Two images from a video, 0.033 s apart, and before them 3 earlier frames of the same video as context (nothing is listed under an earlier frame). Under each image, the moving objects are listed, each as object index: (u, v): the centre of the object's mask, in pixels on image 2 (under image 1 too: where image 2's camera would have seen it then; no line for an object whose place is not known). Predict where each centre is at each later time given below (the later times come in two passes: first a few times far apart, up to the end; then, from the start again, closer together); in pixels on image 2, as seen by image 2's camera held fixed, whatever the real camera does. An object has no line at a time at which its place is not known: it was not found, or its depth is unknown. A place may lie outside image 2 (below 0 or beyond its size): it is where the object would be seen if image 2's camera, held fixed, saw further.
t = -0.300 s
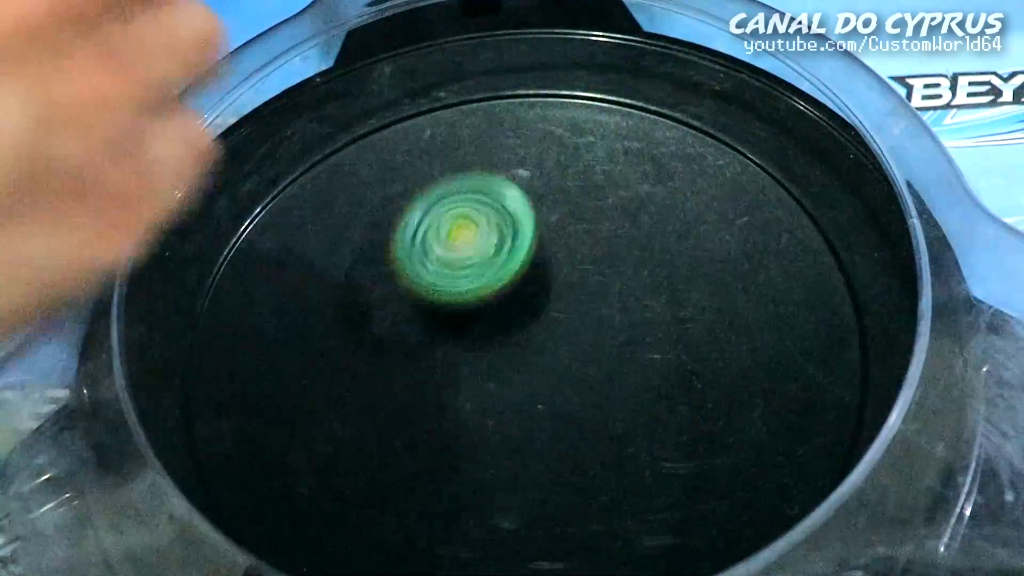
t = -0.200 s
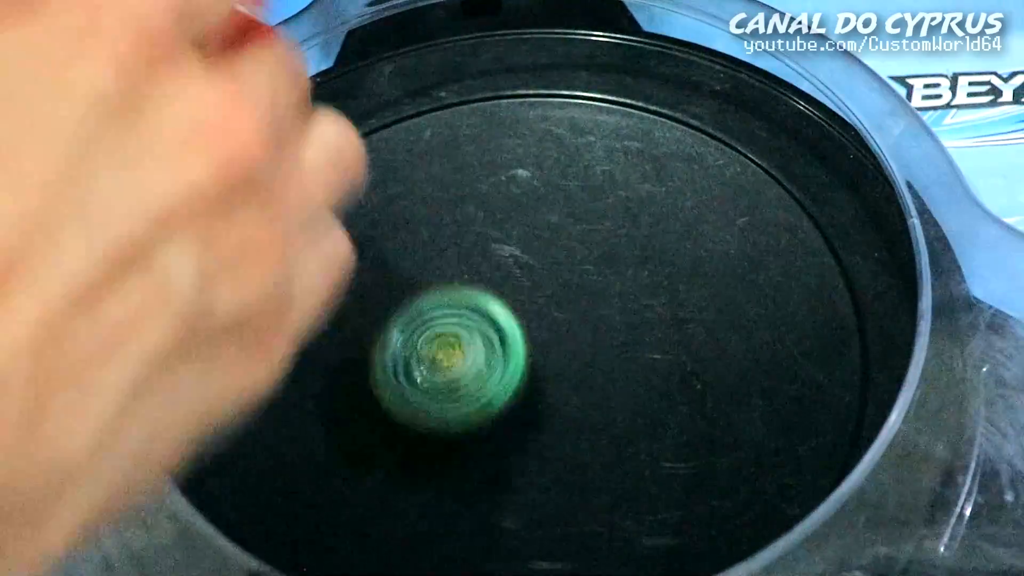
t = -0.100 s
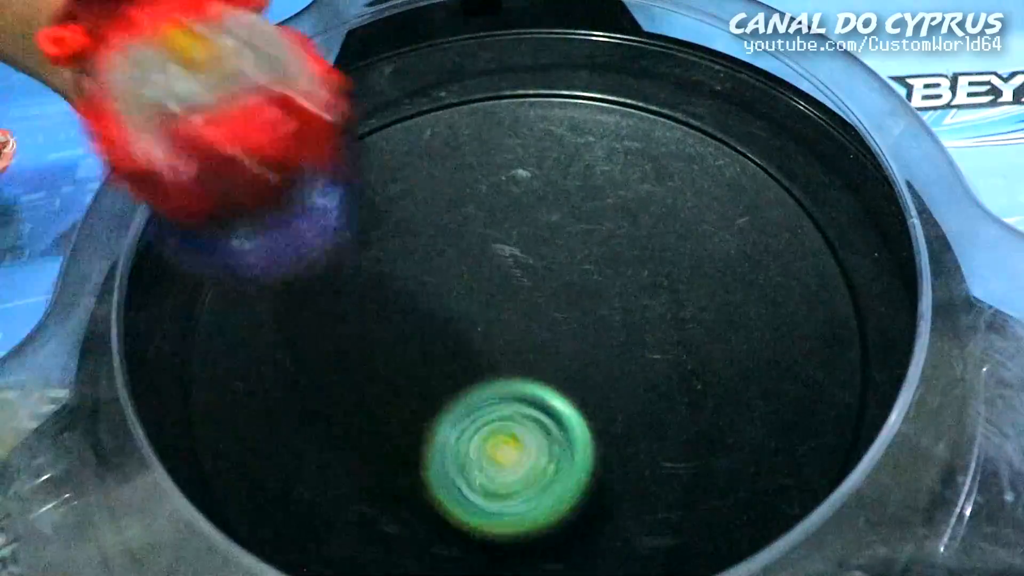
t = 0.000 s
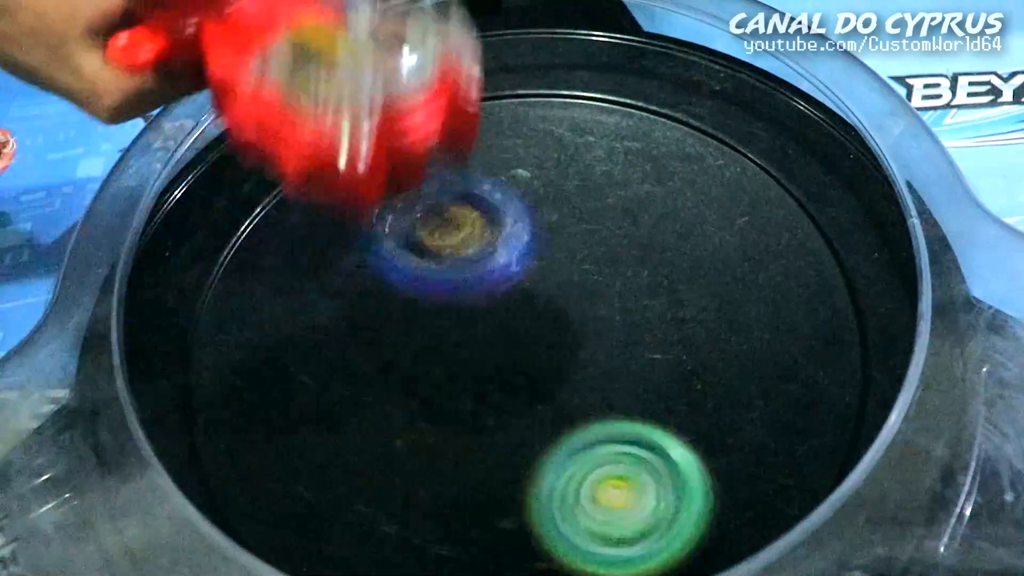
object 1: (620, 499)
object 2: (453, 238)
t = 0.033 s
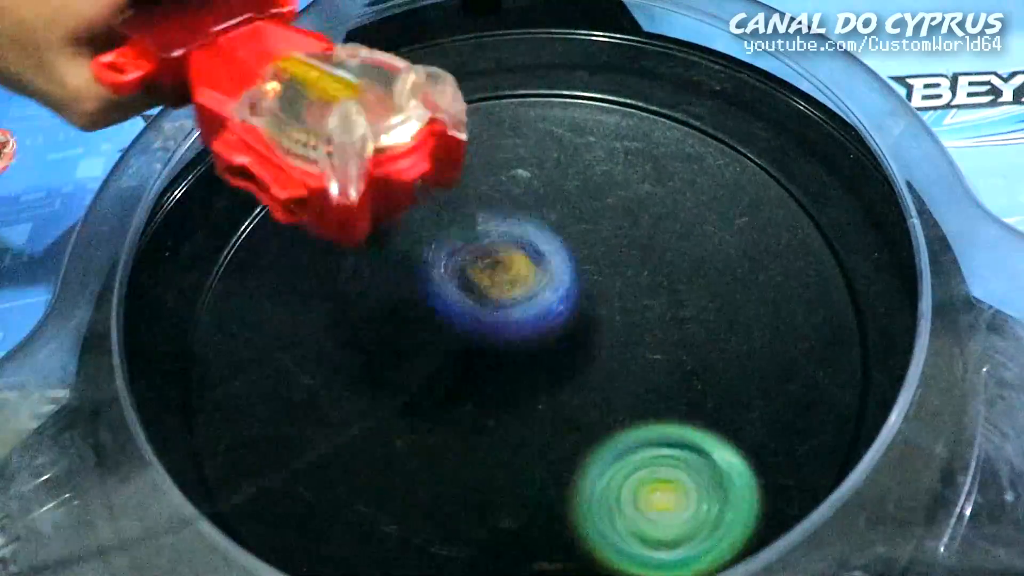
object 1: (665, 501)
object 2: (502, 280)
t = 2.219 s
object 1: (540, 342)
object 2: (372, 103)
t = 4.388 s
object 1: (439, 400)
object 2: (489, 132)
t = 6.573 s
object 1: (733, 160)
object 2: (538, 316)
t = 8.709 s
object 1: (473, 39)
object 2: (565, 391)
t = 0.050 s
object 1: (687, 500)
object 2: (521, 294)
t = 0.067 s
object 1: (707, 497)
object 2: (520, 276)
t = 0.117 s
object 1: (756, 475)
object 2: (521, 242)
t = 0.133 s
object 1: (771, 465)
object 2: (521, 240)
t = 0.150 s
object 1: (784, 453)
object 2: (524, 242)
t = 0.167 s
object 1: (796, 441)
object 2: (526, 249)
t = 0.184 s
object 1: (806, 428)
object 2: (523, 253)
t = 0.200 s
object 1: (816, 413)
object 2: (512, 246)
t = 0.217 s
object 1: (822, 399)
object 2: (502, 245)
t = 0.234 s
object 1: (826, 385)
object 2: (491, 249)
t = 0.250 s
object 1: (829, 371)
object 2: (480, 256)
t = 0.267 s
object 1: (829, 356)
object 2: (464, 256)
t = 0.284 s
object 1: (824, 341)
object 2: (444, 259)
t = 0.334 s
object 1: (798, 297)
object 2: (383, 282)
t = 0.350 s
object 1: (786, 283)
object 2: (362, 296)
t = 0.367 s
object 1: (772, 271)
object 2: (340, 311)
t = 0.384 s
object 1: (754, 260)
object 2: (320, 331)
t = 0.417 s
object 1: (718, 243)
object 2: (289, 376)
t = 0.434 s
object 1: (697, 237)
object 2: (279, 403)
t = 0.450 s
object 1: (677, 232)
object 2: (275, 430)
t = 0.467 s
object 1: (656, 229)
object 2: (276, 460)
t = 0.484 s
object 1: (635, 228)
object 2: (288, 487)
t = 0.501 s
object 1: (613, 228)
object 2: (304, 506)
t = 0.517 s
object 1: (592, 229)
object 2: (323, 521)
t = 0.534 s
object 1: (569, 233)
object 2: (350, 532)
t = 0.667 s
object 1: (402, 293)
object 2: (684, 520)
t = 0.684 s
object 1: (385, 305)
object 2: (716, 505)
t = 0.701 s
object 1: (368, 317)
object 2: (742, 478)
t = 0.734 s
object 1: (341, 344)
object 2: (783, 413)
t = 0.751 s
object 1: (330, 359)
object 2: (791, 378)
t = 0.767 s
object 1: (319, 375)
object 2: (793, 342)
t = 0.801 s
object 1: (303, 407)
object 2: (780, 273)
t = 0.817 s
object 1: (298, 422)
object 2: (767, 242)
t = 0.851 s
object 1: (297, 451)
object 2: (725, 184)
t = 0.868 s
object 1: (299, 465)
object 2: (699, 158)
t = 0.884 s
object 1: (304, 480)
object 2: (668, 136)
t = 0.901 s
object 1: (312, 492)
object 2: (636, 116)
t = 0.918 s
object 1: (323, 503)
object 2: (602, 100)
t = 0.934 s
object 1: (337, 511)
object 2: (563, 87)
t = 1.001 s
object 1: (406, 529)
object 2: (402, 81)
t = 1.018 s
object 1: (427, 530)
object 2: (362, 101)
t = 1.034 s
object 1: (447, 530)
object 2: (322, 126)
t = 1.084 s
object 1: (504, 523)
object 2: (229, 223)
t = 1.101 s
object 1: (524, 519)
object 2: (207, 258)
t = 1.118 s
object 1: (544, 514)
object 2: (195, 302)
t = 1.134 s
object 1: (561, 506)
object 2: (196, 352)
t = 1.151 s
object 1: (576, 495)
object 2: (201, 402)
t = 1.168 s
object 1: (589, 481)
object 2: (229, 446)
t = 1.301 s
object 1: (619, 356)
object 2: (667, 539)
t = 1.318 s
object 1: (616, 341)
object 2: (715, 521)
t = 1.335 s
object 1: (611, 327)
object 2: (758, 493)
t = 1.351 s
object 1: (605, 313)
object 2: (797, 456)
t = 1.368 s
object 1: (598, 301)
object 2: (826, 414)
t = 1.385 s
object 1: (590, 290)
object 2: (844, 372)
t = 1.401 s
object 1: (581, 280)
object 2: (854, 326)
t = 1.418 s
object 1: (572, 270)
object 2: (851, 282)
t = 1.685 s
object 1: (394, 211)
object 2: (210, 256)
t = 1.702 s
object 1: (384, 213)
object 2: (196, 309)
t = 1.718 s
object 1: (375, 217)
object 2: (193, 358)
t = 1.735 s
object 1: (366, 221)
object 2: (208, 406)
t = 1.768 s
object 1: (350, 229)
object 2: (266, 493)
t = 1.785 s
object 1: (343, 233)
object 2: (303, 521)
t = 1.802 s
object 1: (337, 238)
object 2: (347, 538)
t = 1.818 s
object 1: (332, 243)
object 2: (406, 550)
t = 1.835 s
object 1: (328, 250)
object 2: (474, 555)
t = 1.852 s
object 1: (325, 258)
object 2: (545, 556)
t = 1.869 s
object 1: (324, 266)
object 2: (613, 551)
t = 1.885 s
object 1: (324, 274)
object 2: (671, 539)
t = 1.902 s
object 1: (326, 284)
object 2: (716, 521)
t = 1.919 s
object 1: (329, 292)
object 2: (758, 493)
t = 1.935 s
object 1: (332, 302)
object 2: (795, 456)
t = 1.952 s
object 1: (337, 310)
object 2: (839, 426)
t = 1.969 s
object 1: (344, 318)
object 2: (842, 378)
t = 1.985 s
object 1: (351, 326)
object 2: (860, 336)
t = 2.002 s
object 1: (361, 332)
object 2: (853, 294)
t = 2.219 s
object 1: (540, 342)
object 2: (372, 103)
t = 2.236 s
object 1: (550, 336)
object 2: (332, 126)
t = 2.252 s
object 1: (559, 329)
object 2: (297, 150)
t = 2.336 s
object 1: (590, 292)
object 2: (194, 326)
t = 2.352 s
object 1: (594, 285)
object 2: (197, 363)
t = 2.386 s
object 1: (600, 270)
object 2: (222, 440)
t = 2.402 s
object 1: (601, 263)
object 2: (245, 474)
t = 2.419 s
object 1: (602, 256)
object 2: (274, 503)
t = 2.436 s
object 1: (601, 250)
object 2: (307, 525)
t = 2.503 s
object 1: (598, 230)
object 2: (523, 557)
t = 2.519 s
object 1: (597, 226)
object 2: (588, 553)
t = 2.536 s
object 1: (596, 223)
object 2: (644, 546)
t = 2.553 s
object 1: (593, 219)
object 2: (704, 536)
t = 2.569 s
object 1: (591, 216)
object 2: (753, 519)
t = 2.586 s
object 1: (587, 214)
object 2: (775, 478)
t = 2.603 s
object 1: (584, 212)
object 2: (807, 441)
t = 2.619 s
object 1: (581, 210)
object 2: (842, 407)
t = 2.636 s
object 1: (577, 209)
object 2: (845, 364)
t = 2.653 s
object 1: (573, 208)
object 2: (852, 324)
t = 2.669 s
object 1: (569, 209)
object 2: (850, 284)
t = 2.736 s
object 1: (553, 214)
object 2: (771, 147)
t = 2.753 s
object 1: (549, 216)
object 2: (736, 122)
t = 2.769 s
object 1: (546, 219)
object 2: (697, 102)
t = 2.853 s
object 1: (524, 244)
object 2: (489, 70)
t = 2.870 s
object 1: (521, 250)
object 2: (449, 76)
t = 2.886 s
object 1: (517, 257)
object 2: (410, 87)
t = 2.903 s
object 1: (515, 264)
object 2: (376, 101)
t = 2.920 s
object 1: (514, 271)
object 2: (344, 119)
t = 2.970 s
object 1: (514, 293)
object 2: (263, 191)
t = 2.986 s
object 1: (515, 300)
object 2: (244, 221)
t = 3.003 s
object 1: (518, 306)
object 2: (229, 256)
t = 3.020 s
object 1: (521, 311)
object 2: (218, 294)
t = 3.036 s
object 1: (525, 315)
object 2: (213, 336)
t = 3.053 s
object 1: (529, 319)
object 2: (215, 375)
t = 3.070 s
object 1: (532, 324)
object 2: (227, 412)
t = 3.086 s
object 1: (537, 328)
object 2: (245, 449)
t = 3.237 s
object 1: (584, 360)
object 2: (648, 545)
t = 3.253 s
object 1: (589, 361)
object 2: (686, 533)
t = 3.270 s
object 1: (593, 363)
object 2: (723, 515)
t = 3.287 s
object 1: (597, 364)
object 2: (759, 491)
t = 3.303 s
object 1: (601, 364)
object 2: (790, 460)
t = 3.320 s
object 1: (605, 363)
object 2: (815, 425)
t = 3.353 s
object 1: (614, 361)
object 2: (844, 361)
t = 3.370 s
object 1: (619, 359)
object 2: (850, 326)
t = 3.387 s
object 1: (623, 356)
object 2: (849, 290)
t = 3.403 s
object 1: (627, 353)
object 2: (843, 254)
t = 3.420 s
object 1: (631, 349)
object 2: (830, 222)
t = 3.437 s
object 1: (633, 346)
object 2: (814, 193)
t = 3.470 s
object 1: (636, 340)
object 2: (768, 145)
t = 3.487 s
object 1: (636, 337)
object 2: (739, 125)
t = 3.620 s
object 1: (619, 319)
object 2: (470, 98)
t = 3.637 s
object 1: (615, 317)
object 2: (437, 110)
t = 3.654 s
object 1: (610, 316)
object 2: (406, 125)
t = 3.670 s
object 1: (605, 316)
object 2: (377, 142)
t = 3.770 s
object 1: (570, 310)
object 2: (256, 315)
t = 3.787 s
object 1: (563, 310)
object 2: (251, 349)
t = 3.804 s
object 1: (555, 310)
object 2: (252, 383)
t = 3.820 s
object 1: (548, 310)
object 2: (259, 418)
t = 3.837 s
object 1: (541, 311)
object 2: (270, 452)
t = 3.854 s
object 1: (534, 311)
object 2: (291, 482)
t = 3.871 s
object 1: (528, 313)
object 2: (317, 506)
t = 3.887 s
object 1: (522, 314)
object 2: (348, 522)
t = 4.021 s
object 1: (478, 327)
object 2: (713, 529)
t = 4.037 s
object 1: (471, 328)
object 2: (748, 517)
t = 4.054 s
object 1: (465, 331)
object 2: (779, 498)
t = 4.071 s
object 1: (459, 334)
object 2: (804, 465)
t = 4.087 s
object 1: (453, 338)
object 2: (823, 434)
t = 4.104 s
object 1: (449, 342)
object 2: (828, 401)
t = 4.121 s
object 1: (445, 346)
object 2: (839, 370)
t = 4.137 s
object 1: (442, 349)
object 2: (847, 339)
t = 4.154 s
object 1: (439, 353)
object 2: (847, 308)
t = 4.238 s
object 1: (428, 372)
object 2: (772, 185)
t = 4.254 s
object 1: (427, 375)
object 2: (746, 167)
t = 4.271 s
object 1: (426, 378)
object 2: (717, 151)
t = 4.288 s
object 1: (425, 382)
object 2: (686, 141)
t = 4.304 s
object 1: (424, 386)
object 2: (655, 131)
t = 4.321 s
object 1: (425, 389)
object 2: (623, 126)
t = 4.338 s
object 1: (427, 392)
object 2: (589, 123)
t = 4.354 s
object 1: (431, 395)
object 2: (555, 122)
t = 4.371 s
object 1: (435, 398)
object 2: (522, 125)
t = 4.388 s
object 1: (439, 400)
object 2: (489, 132)
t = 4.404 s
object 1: (445, 403)
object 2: (457, 140)
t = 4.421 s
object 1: (451, 406)
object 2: (428, 152)
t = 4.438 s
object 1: (457, 407)
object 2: (399, 165)
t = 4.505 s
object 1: (491, 410)
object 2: (303, 247)
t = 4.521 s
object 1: (501, 410)
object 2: (284, 274)
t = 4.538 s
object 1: (510, 408)
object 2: (270, 302)
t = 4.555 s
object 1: (517, 406)
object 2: (260, 333)
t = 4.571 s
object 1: (522, 404)
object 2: (255, 364)
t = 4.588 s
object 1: (525, 402)
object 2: (255, 394)
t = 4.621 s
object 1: (534, 395)
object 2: (273, 458)
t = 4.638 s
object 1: (537, 390)
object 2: (293, 485)
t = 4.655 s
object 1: (540, 383)
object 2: (317, 505)
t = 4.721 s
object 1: (548, 352)
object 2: (462, 543)
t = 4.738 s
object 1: (548, 345)
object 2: (506, 545)
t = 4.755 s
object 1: (548, 338)
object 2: (553, 545)
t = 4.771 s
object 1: (547, 332)
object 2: (600, 542)
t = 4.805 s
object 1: (544, 321)
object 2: (675, 527)
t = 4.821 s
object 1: (543, 315)
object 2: (709, 515)
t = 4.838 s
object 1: (541, 310)
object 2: (737, 500)
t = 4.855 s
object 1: (539, 306)
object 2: (755, 472)
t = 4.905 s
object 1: (535, 291)
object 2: (795, 391)
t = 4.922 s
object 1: (532, 287)
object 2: (797, 361)
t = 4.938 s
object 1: (530, 283)
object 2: (793, 332)
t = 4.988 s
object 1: (523, 272)
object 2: (757, 254)
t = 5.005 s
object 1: (521, 268)
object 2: (739, 234)
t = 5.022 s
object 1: (518, 266)
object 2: (717, 214)
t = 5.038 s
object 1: (516, 263)
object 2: (694, 198)
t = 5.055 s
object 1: (513, 261)
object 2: (669, 184)
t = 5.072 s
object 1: (510, 258)
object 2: (641, 173)
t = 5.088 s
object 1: (507, 256)
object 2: (615, 163)
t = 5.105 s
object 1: (502, 257)
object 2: (586, 155)
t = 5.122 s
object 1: (485, 271)
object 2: (568, 140)
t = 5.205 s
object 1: (403, 350)
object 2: (473, 87)
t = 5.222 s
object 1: (394, 362)
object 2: (450, 84)
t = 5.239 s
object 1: (388, 374)
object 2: (425, 85)
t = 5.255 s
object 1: (384, 385)
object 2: (402, 88)
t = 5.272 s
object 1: (381, 395)
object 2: (380, 101)
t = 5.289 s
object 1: (378, 405)
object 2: (357, 118)
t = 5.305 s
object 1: (376, 414)
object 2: (336, 132)
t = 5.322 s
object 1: (375, 422)
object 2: (314, 147)
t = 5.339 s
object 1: (375, 430)
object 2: (296, 163)
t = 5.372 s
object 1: (376, 443)
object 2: (269, 201)
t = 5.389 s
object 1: (377, 449)
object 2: (259, 223)
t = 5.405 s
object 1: (379, 455)
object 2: (254, 247)
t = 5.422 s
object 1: (381, 460)
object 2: (250, 273)
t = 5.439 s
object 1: (384, 465)
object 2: (251, 298)
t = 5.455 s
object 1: (386, 469)
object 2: (257, 323)
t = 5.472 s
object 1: (390, 474)
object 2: (266, 347)
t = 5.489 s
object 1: (396, 477)
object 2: (279, 368)
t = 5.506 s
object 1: (408, 490)
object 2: (291, 381)
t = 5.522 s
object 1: (436, 507)
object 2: (295, 378)
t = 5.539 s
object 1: (467, 518)
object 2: (303, 375)
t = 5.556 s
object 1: (494, 526)
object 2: (313, 375)
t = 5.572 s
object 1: (522, 531)
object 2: (327, 377)
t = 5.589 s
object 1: (550, 534)
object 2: (343, 380)
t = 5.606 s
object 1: (575, 535)
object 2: (362, 380)
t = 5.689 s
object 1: (667, 530)
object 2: (455, 357)
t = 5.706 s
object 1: (681, 527)
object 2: (471, 346)
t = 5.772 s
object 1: (732, 517)
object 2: (512, 294)
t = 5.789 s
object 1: (741, 513)
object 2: (518, 280)
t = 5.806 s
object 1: (749, 509)
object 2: (520, 265)
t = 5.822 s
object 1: (756, 503)
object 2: (521, 252)
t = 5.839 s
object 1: (764, 497)
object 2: (521, 239)
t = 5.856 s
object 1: (769, 490)
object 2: (520, 226)
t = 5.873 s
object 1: (762, 474)
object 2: (516, 214)
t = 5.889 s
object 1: (767, 468)
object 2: (510, 202)
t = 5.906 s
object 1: (772, 460)
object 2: (503, 193)
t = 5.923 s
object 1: (775, 453)
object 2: (496, 184)
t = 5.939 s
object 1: (777, 446)
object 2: (486, 176)
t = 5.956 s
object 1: (779, 438)
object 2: (476, 169)
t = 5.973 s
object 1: (779, 429)
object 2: (465, 163)
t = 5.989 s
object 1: (777, 421)
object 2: (453, 159)
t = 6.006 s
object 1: (774, 411)
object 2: (440, 158)
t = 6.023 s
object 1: (770, 402)
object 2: (428, 157)
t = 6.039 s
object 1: (765, 393)
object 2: (415, 160)
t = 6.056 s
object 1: (760, 383)
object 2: (403, 165)
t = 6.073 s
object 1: (753, 374)
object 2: (392, 171)
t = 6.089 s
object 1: (746, 365)
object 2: (383, 180)
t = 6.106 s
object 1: (739, 356)
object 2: (376, 191)
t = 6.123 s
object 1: (731, 348)
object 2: (372, 202)
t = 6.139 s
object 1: (723, 339)
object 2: (368, 214)
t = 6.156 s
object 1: (714, 332)
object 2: (369, 229)
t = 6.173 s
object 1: (705, 325)
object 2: (372, 244)
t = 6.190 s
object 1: (695, 317)
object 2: (379, 258)
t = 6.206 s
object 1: (685, 311)
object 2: (388, 272)
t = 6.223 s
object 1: (675, 304)
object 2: (399, 284)
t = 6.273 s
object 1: (643, 288)
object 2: (448, 312)
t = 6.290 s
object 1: (632, 282)
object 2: (467, 318)
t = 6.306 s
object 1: (635, 277)
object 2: (474, 321)
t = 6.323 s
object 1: (658, 268)
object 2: (468, 324)
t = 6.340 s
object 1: (678, 259)
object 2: (463, 328)
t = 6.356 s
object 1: (695, 251)
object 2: (463, 329)
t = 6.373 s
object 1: (711, 244)
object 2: (466, 328)
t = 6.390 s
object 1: (724, 235)
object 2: (471, 329)
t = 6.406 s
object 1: (732, 228)
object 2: (476, 330)
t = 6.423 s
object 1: (738, 221)
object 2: (483, 331)
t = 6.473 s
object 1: (746, 196)
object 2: (501, 330)
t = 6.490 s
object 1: (747, 188)
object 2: (507, 329)
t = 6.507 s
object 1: (745, 180)
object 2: (514, 328)
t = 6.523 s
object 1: (743, 174)
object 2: (520, 325)
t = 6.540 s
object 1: (741, 168)
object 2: (526, 323)
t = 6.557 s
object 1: (737, 163)
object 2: (532, 320)
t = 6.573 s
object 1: (733, 160)
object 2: (538, 316)
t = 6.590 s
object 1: (729, 157)
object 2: (542, 311)
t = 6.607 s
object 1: (723, 154)
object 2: (545, 308)
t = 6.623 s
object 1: (717, 154)
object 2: (549, 304)
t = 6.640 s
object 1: (711, 154)
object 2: (550, 298)
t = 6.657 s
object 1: (704, 154)
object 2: (551, 293)
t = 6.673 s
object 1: (697, 155)
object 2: (552, 289)
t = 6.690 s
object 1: (690, 157)
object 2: (552, 284)
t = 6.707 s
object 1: (683, 158)
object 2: (551, 280)
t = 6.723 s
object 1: (676, 161)
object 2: (549, 277)
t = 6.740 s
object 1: (670, 162)
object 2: (548, 274)
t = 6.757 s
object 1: (663, 165)
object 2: (546, 272)
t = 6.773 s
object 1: (657, 168)
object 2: (543, 270)
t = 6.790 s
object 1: (650, 171)
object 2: (538, 269)
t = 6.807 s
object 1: (653, 170)
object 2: (527, 273)
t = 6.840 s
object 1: (665, 163)
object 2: (501, 285)
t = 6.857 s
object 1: (669, 160)
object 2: (492, 292)
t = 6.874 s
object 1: (670, 157)
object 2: (484, 299)
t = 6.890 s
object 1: (670, 156)
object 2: (477, 308)
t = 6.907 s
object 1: (671, 155)
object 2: (472, 316)
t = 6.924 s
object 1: (669, 154)
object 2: (470, 326)
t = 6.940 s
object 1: (668, 155)
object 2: (467, 335)
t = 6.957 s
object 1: (667, 155)
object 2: (467, 345)
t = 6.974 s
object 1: (665, 156)
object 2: (468, 354)
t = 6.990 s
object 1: (663, 158)
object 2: (472, 363)
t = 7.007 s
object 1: (661, 158)
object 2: (476, 371)
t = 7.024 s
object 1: (658, 161)
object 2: (481, 379)
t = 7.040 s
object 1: (657, 163)
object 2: (489, 386)
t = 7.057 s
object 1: (654, 165)
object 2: (498, 391)
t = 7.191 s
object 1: (629, 199)
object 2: (576, 389)
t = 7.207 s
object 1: (625, 206)
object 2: (585, 385)
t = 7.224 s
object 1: (622, 212)
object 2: (592, 378)
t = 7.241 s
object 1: (616, 219)
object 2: (597, 371)
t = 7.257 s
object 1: (613, 227)
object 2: (602, 365)
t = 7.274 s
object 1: (615, 220)
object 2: (602, 370)
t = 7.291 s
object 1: (617, 204)
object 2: (599, 380)
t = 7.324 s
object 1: (617, 180)
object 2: (593, 394)
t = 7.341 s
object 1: (615, 169)
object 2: (591, 399)
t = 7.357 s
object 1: (612, 159)
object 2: (592, 403)
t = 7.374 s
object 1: (607, 154)
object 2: (592, 405)
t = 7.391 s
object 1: (602, 149)
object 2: (591, 407)
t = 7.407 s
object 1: (595, 146)
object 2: (591, 409)
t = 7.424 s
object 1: (591, 145)
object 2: (591, 409)
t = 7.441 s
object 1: (585, 144)
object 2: (590, 411)
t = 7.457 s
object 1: (580, 145)
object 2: (590, 412)
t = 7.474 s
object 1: (576, 146)
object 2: (589, 411)
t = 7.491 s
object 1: (571, 148)
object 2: (588, 411)
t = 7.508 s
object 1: (568, 150)
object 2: (588, 411)
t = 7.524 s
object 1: (564, 152)
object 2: (586, 410)
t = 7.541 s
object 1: (562, 155)
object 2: (584, 409)
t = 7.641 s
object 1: (545, 173)
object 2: (565, 400)
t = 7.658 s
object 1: (541, 176)
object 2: (559, 398)
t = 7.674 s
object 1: (539, 180)
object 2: (553, 396)
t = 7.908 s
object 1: (498, 255)
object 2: (464, 409)
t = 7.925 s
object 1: (495, 261)
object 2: (461, 410)
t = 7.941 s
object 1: (492, 269)
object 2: (457, 413)
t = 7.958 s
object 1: (491, 276)
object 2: (455, 416)
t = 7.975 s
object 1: (490, 279)
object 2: (450, 423)
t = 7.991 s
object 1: (491, 279)
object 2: (449, 433)
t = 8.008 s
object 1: (492, 280)
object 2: (448, 443)
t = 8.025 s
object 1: (491, 280)
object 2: (447, 453)
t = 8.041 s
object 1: (490, 282)
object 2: (450, 463)
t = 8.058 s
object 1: (489, 284)
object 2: (453, 471)
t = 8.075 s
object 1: (487, 286)
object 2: (458, 479)
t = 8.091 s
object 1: (486, 288)
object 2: (466, 484)
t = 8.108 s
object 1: (484, 291)
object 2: (472, 488)
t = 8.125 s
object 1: (483, 294)
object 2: (483, 492)
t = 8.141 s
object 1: (482, 297)
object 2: (492, 491)
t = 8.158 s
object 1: (480, 301)
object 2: (502, 491)
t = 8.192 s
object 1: (479, 307)
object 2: (522, 483)
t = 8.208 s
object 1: (479, 311)
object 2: (532, 478)
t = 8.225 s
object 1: (478, 314)
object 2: (540, 471)
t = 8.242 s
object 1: (478, 318)
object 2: (546, 463)
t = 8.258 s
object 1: (477, 322)
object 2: (553, 453)
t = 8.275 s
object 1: (477, 322)
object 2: (555, 452)
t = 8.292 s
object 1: (480, 287)
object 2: (562, 468)
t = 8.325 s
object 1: (473, 232)
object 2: (574, 502)
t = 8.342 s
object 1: (472, 199)
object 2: (579, 508)
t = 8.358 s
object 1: (469, 172)
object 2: (587, 513)
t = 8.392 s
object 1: (466, 127)
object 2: (604, 518)
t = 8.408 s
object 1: (463, 110)
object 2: (611, 519)
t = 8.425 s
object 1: (462, 94)
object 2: (622, 518)
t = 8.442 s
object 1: (460, 78)
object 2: (629, 518)
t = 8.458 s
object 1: (459, 67)
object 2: (640, 515)
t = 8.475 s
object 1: (458, 60)
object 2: (646, 511)
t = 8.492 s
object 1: (458, 58)
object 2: (653, 506)
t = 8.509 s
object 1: (459, 57)
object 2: (655, 500)
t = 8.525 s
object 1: (459, 55)
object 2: (659, 491)
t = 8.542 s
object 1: (458, 52)
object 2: (657, 480)
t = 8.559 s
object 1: (459, 51)
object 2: (656, 471)
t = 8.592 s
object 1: (460, 47)
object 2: (645, 450)
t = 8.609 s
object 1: (460, 44)
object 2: (635, 440)
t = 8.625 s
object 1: (463, 43)
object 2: (627, 430)
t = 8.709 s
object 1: (473, 39)
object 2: (565, 391)
